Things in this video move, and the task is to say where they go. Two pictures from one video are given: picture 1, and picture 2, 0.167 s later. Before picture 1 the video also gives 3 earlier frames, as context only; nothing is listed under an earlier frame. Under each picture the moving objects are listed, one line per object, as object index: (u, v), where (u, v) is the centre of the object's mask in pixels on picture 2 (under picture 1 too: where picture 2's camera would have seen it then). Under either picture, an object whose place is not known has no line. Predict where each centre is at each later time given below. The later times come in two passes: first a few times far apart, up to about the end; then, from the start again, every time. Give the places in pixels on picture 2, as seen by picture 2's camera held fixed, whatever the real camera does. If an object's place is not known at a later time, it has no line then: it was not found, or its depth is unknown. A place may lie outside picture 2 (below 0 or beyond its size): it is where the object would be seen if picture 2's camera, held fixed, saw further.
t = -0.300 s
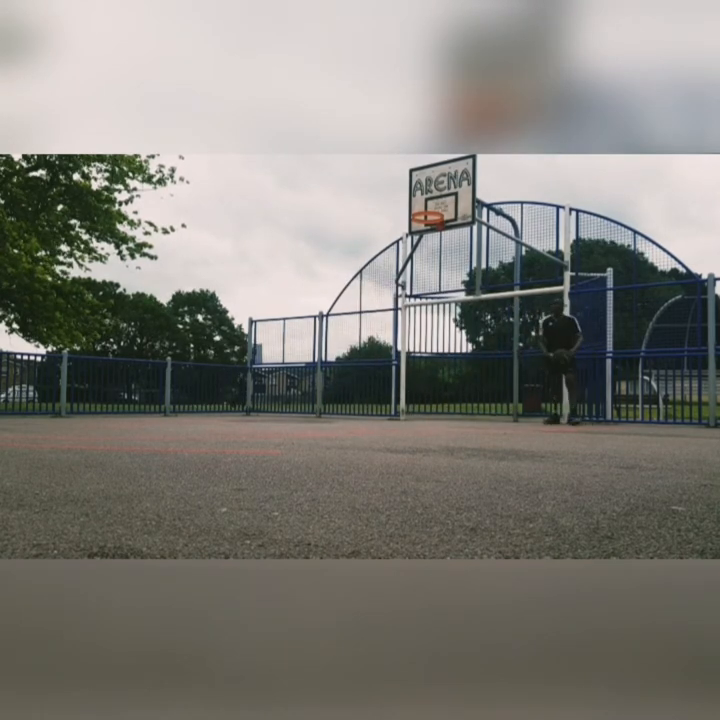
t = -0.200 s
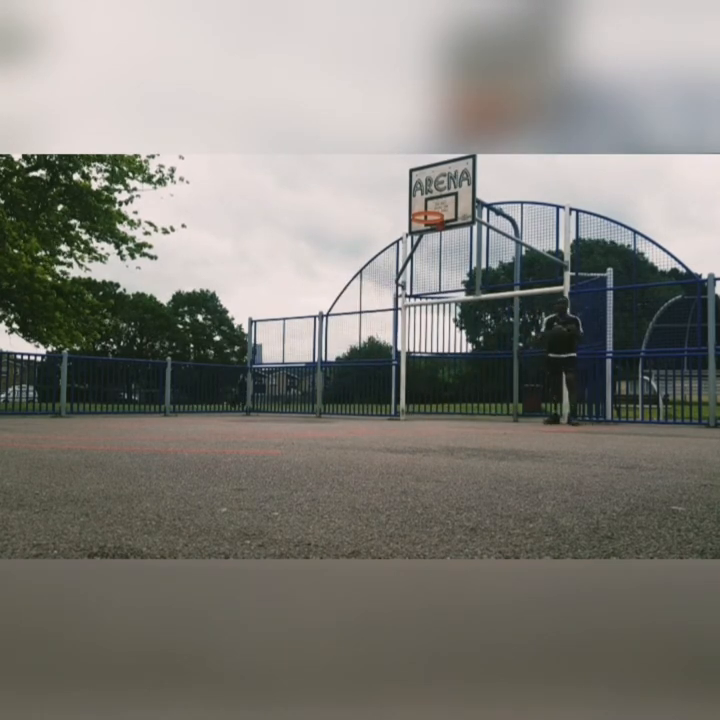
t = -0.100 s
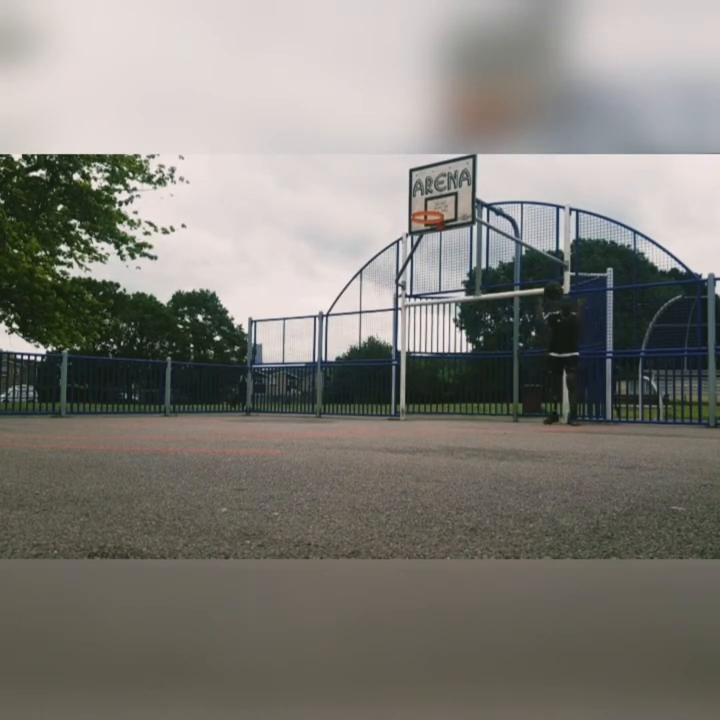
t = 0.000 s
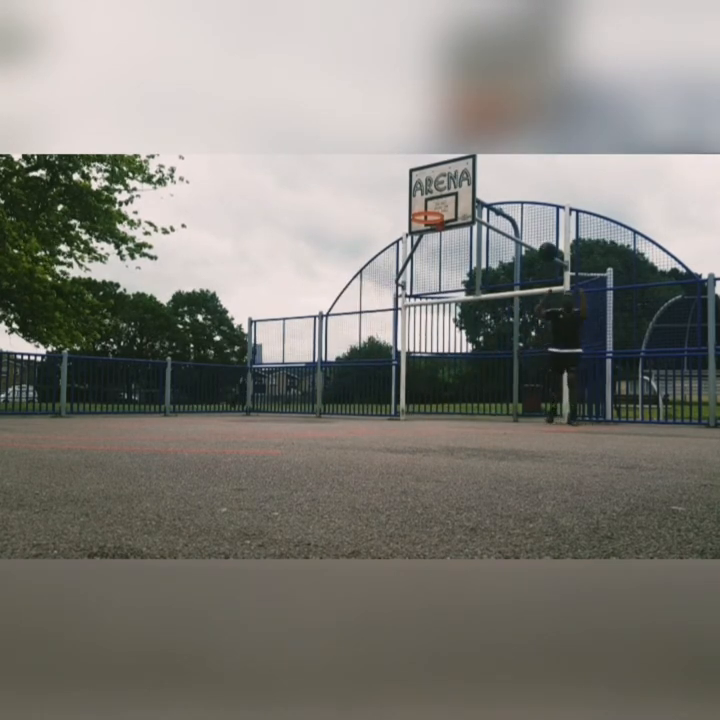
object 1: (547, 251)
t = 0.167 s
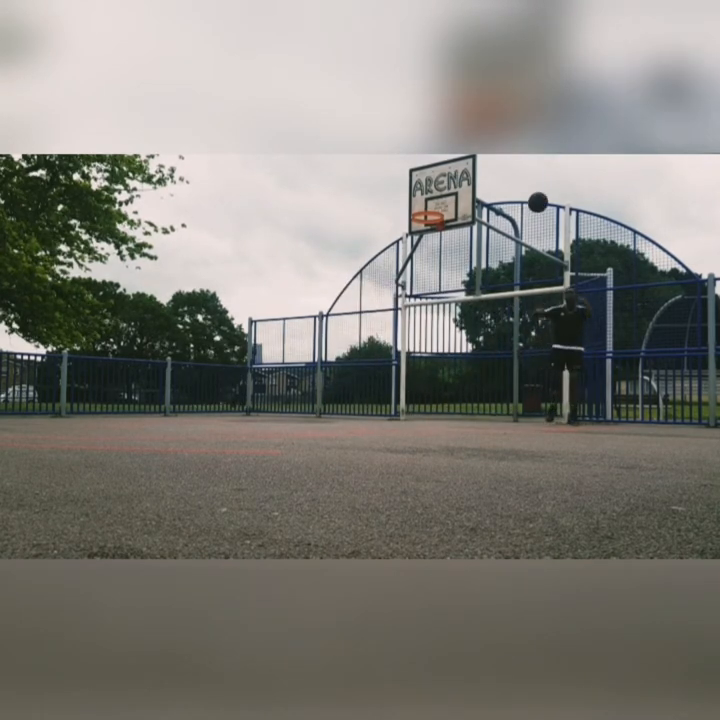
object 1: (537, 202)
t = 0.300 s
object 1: (529, 176)
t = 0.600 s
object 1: (508, 167)
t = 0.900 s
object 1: (482, 237)
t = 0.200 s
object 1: (535, 194)
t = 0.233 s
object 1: (533, 187)
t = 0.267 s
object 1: (531, 181)
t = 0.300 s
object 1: (529, 176)
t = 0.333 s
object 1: (527, 171)
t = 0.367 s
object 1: (524, 168)
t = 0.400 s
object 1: (522, 165)
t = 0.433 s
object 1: (520, 164)
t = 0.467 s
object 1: (518, 163)
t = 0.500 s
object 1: (515, 163)
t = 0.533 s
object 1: (513, 163)
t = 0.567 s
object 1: (510, 164)
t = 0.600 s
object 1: (508, 167)
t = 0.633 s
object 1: (505, 171)
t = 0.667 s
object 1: (502, 175)
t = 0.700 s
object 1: (500, 181)
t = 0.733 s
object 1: (497, 187)
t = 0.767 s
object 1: (494, 195)
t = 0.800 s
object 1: (491, 204)
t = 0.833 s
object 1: (488, 214)
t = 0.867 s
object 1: (485, 225)
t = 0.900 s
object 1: (482, 237)
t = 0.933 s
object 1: (479, 250)
